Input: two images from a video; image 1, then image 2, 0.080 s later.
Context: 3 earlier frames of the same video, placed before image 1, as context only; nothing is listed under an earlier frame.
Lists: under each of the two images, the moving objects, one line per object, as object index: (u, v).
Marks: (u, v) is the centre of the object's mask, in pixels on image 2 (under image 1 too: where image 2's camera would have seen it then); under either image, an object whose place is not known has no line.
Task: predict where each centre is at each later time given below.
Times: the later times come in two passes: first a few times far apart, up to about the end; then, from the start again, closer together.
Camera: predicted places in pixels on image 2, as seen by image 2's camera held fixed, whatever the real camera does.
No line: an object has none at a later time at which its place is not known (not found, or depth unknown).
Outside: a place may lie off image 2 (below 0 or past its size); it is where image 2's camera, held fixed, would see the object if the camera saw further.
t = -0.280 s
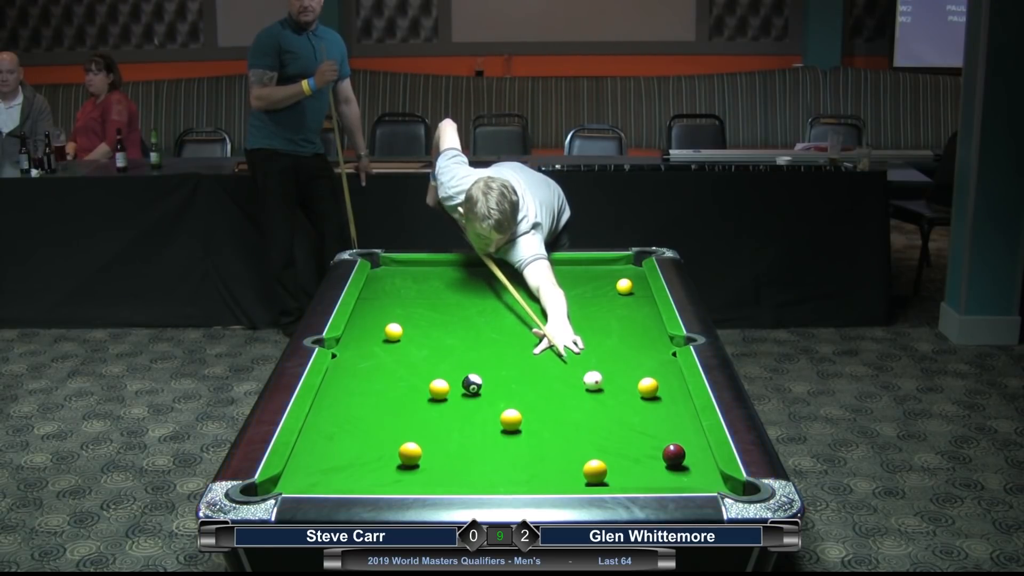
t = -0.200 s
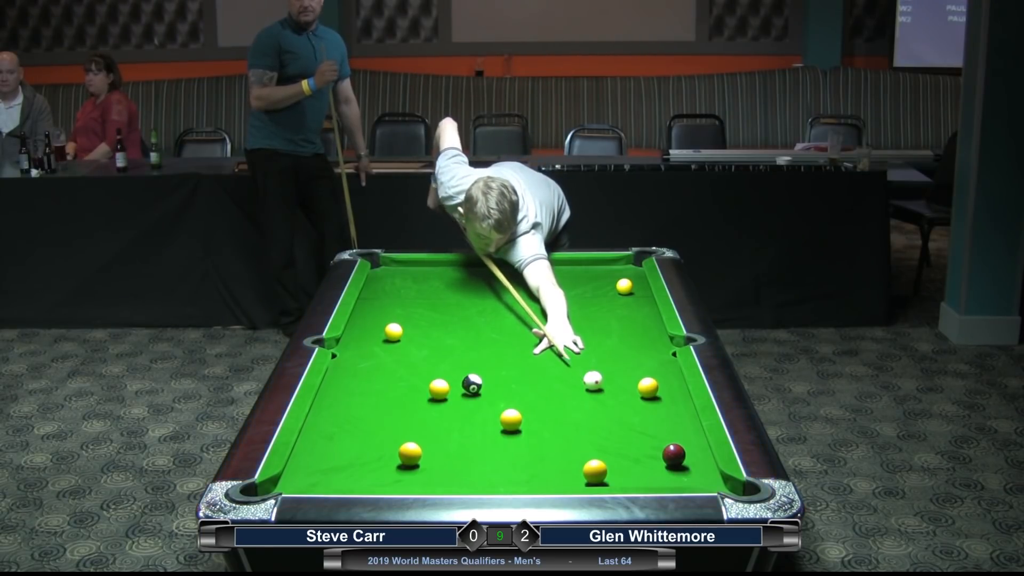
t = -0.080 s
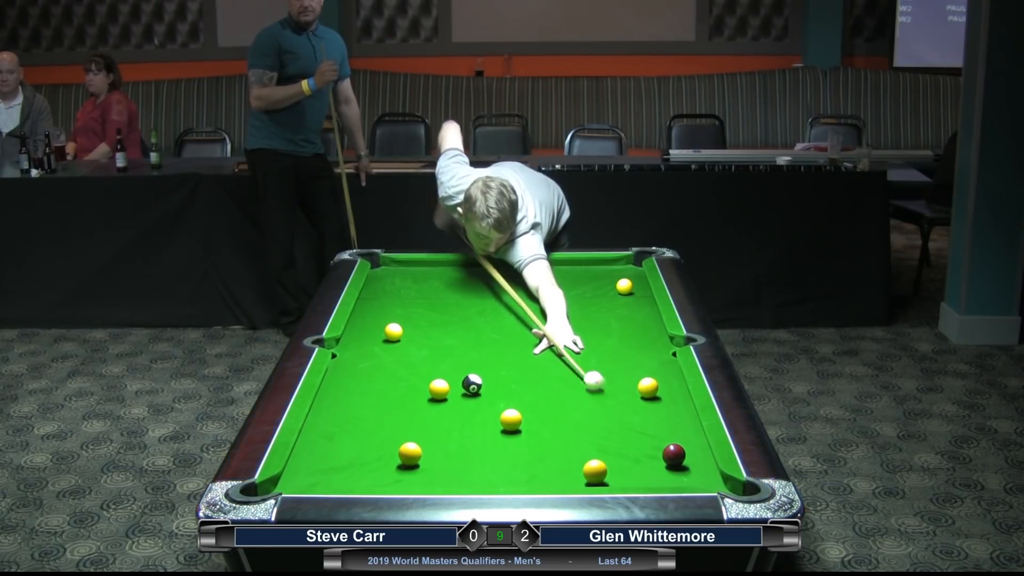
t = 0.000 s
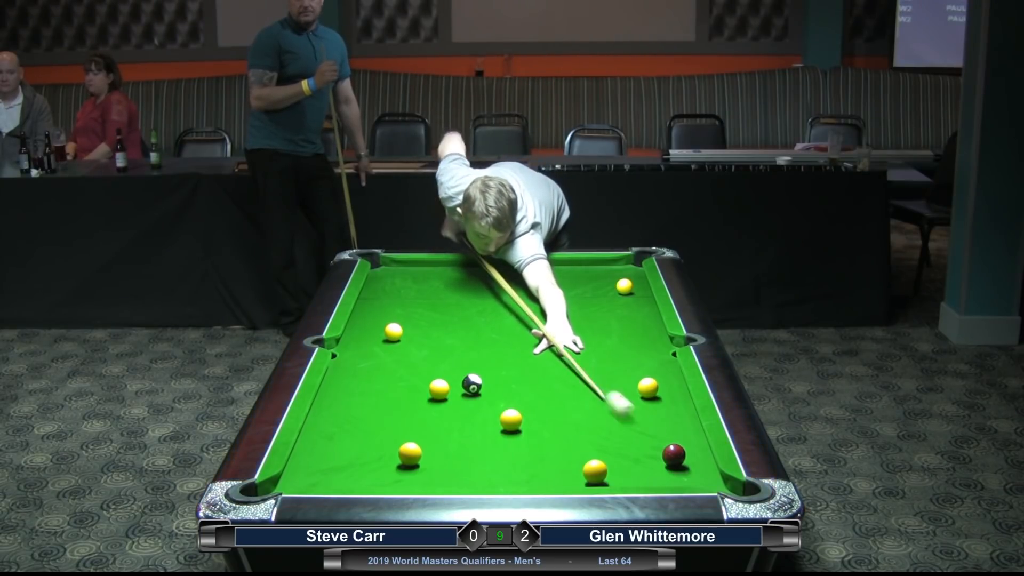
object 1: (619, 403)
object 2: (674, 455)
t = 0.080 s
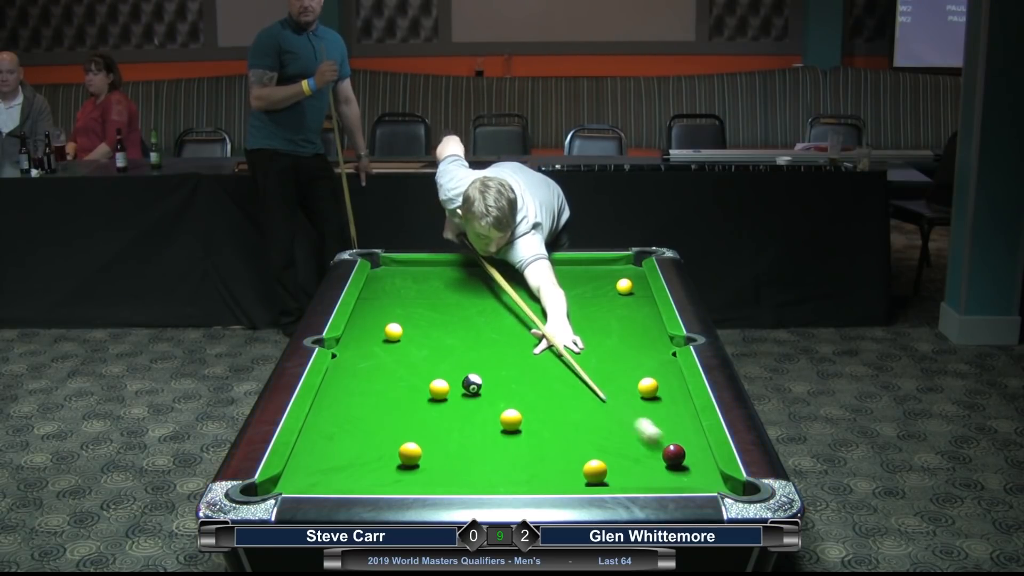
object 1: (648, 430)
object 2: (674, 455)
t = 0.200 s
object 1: (661, 445)
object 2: (698, 474)
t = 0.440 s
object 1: (652, 442)
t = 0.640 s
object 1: (646, 439)
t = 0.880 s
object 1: (640, 437)
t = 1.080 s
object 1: (636, 436)
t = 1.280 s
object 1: (634, 435)
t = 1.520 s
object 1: (632, 435)
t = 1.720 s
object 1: (632, 435)
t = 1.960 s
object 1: (632, 435)
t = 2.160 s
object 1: (632, 435)
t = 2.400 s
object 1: (632, 435)
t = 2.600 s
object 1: (632, 435)
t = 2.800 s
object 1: (632, 435)
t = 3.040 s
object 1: (632, 435)
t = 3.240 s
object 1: (632, 435)
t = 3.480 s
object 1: (632, 435)
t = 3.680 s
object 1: (632, 435)
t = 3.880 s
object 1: (632, 435)
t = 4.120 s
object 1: (632, 435)
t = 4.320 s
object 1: (632, 435)
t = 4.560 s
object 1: (632, 435)
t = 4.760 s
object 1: (632, 435)
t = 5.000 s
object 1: (632, 435)
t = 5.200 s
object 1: (632, 435)
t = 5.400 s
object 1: (632, 435)
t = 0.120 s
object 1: (660, 442)
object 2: (674, 455)
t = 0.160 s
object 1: (663, 446)
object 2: (686, 464)
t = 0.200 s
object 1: (661, 445)
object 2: (698, 474)
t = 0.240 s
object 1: (660, 445)
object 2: (710, 482)
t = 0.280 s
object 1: (658, 444)
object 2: (726, 486)
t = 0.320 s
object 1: (657, 443)
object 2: (742, 489)
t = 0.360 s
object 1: (655, 443)
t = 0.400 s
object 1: (654, 442)
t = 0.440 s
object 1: (652, 442)
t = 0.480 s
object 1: (651, 441)
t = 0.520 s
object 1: (650, 441)
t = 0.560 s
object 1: (649, 440)
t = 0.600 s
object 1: (648, 440)
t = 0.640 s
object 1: (646, 439)
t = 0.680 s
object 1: (645, 439)
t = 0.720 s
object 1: (644, 438)
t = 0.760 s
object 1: (643, 438)
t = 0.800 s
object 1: (642, 438)
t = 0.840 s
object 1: (641, 437)
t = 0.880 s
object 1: (640, 437)
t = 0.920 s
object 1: (640, 437)
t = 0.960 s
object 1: (639, 436)
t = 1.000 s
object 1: (638, 436)
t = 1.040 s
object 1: (637, 436)
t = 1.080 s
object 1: (636, 436)
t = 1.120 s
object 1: (636, 435)
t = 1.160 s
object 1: (635, 435)
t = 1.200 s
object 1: (635, 435)
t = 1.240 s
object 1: (634, 435)
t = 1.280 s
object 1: (634, 435)
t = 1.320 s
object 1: (634, 435)
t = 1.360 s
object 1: (633, 435)
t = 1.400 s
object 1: (633, 435)
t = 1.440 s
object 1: (633, 435)
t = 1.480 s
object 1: (632, 435)
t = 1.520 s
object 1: (632, 435)
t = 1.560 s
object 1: (632, 435)
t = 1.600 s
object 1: (632, 435)
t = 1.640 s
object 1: (632, 435)
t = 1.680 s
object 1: (632, 435)
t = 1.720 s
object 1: (632, 435)
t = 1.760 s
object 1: (632, 435)
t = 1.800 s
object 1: (632, 435)
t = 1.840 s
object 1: (632, 435)
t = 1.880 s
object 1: (632, 435)
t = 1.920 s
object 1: (632, 435)
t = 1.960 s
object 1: (632, 435)
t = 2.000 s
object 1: (632, 435)
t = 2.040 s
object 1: (632, 435)
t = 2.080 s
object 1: (632, 435)
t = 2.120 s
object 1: (632, 435)
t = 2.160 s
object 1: (632, 435)
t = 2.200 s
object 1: (632, 435)
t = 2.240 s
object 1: (632, 435)
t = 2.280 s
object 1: (632, 435)
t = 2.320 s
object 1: (632, 435)
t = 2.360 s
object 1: (632, 435)
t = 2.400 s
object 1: (632, 435)
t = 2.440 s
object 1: (632, 435)
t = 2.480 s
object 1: (632, 435)
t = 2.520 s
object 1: (632, 435)
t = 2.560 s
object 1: (632, 435)
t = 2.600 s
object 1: (632, 435)
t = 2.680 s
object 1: (632, 435)
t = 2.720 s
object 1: (632, 435)
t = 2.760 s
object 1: (632, 435)
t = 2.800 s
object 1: (632, 435)
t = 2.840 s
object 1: (632, 435)
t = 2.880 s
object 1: (632, 435)
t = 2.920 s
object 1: (632, 435)
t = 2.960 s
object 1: (632, 435)
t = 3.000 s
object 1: (632, 435)
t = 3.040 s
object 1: (632, 435)
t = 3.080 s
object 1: (632, 435)
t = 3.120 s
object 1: (632, 435)
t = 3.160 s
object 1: (632, 435)
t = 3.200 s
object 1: (632, 435)
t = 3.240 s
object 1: (632, 435)
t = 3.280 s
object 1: (632, 435)
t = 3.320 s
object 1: (632, 435)
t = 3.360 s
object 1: (632, 435)
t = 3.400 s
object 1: (632, 435)
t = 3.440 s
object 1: (632, 435)
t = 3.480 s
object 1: (632, 435)
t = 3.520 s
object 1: (632, 435)
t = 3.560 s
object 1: (632, 435)
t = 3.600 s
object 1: (632, 435)
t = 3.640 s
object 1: (632, 435)
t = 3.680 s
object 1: (632, 435)
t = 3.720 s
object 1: (632, 435)
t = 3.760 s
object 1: (632, 435)
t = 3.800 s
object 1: (632, 435)
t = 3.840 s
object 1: (632, 435)
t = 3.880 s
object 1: (632, 435)
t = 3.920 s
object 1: (632, 435)
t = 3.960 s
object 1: (632, 435)
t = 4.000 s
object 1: (632, 435)
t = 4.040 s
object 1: (632, 435)
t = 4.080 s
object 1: (632, 435)
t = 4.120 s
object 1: (632, 435)
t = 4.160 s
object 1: (632, 435)
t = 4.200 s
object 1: (632, 435)
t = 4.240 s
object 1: (632, 435)
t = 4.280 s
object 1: (632, 435)
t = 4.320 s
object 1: (632, 435)
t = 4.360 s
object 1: (632, 435)
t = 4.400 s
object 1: (632, 435)
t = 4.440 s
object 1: (632, 435)
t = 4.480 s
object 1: (632, 435)
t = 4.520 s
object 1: (632, 435)
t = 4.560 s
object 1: (632, 435)
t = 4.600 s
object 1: (632, 435)
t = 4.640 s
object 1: (632, 435)
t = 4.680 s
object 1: (632, 435)
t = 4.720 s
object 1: (632, 435)
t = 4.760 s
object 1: (632, 435)
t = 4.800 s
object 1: (632, 435)
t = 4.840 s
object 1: (632, 435)
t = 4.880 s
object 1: (632, 435)
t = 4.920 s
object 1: (632, 435)
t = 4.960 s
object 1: (632, 435)
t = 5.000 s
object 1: (632, 435)
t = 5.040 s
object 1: (632, 435)
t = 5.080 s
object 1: (632, 435)
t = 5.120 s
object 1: (632, 435)
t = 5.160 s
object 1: (632, 435)
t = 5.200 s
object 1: (632, 435)
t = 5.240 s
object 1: (632, 435)
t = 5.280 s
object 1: (632, 435)
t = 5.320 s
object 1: (632, 435)
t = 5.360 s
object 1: (632, 435)
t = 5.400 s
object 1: (632, 435)
